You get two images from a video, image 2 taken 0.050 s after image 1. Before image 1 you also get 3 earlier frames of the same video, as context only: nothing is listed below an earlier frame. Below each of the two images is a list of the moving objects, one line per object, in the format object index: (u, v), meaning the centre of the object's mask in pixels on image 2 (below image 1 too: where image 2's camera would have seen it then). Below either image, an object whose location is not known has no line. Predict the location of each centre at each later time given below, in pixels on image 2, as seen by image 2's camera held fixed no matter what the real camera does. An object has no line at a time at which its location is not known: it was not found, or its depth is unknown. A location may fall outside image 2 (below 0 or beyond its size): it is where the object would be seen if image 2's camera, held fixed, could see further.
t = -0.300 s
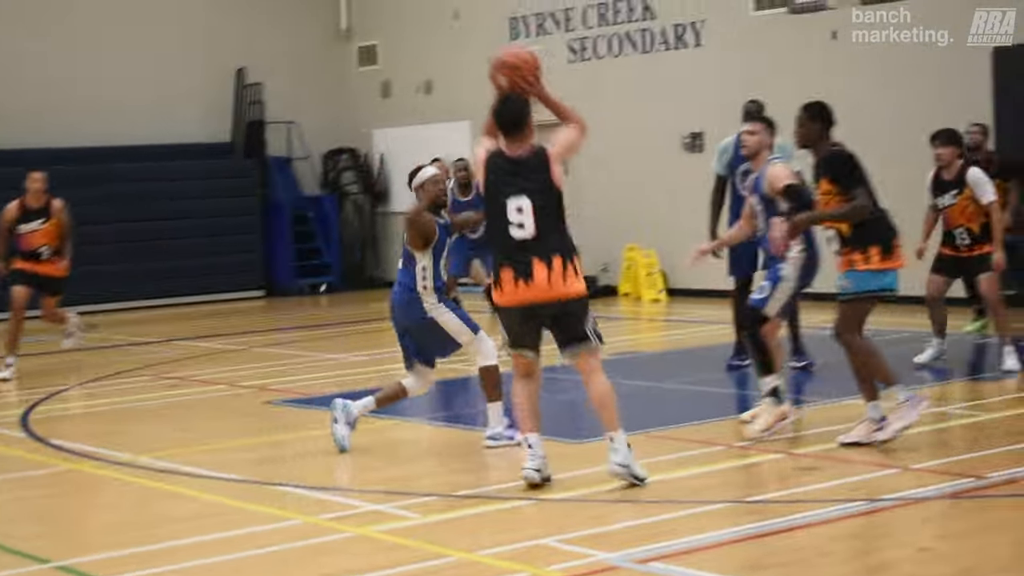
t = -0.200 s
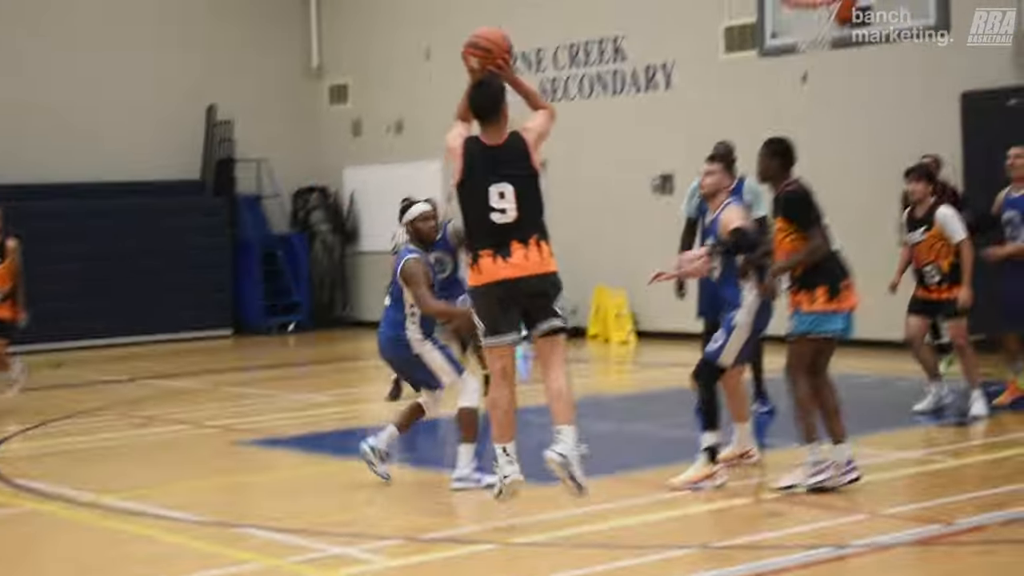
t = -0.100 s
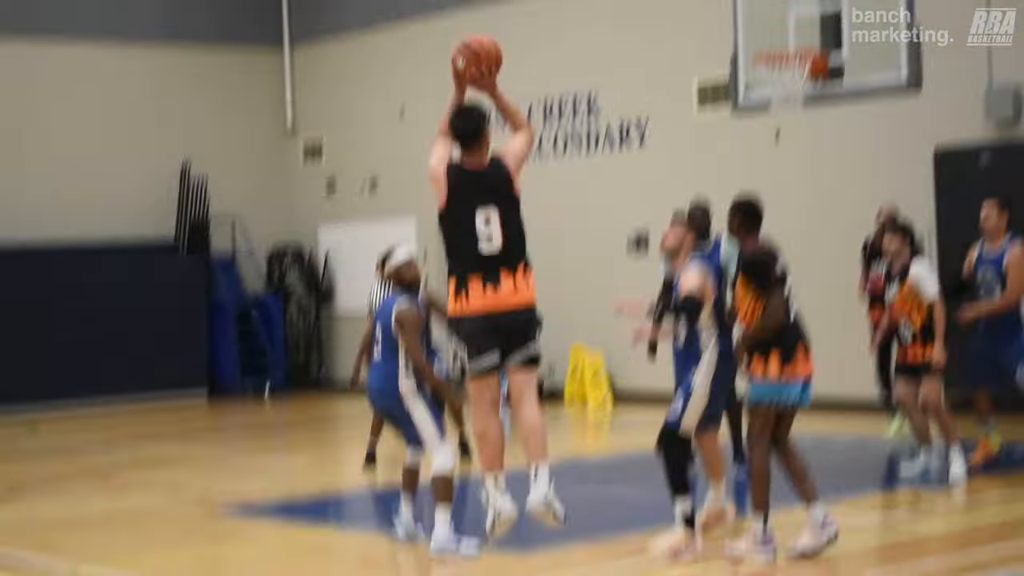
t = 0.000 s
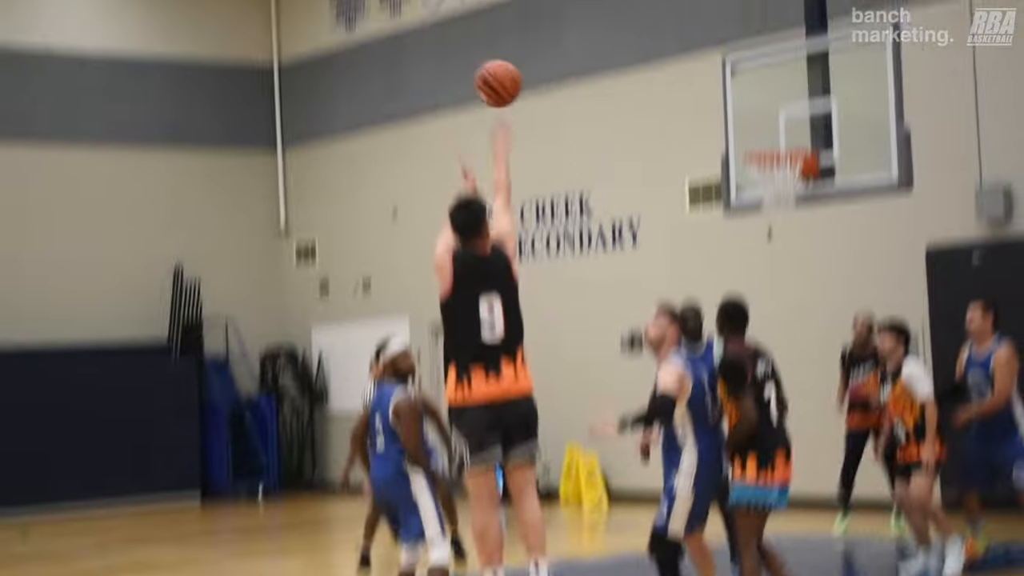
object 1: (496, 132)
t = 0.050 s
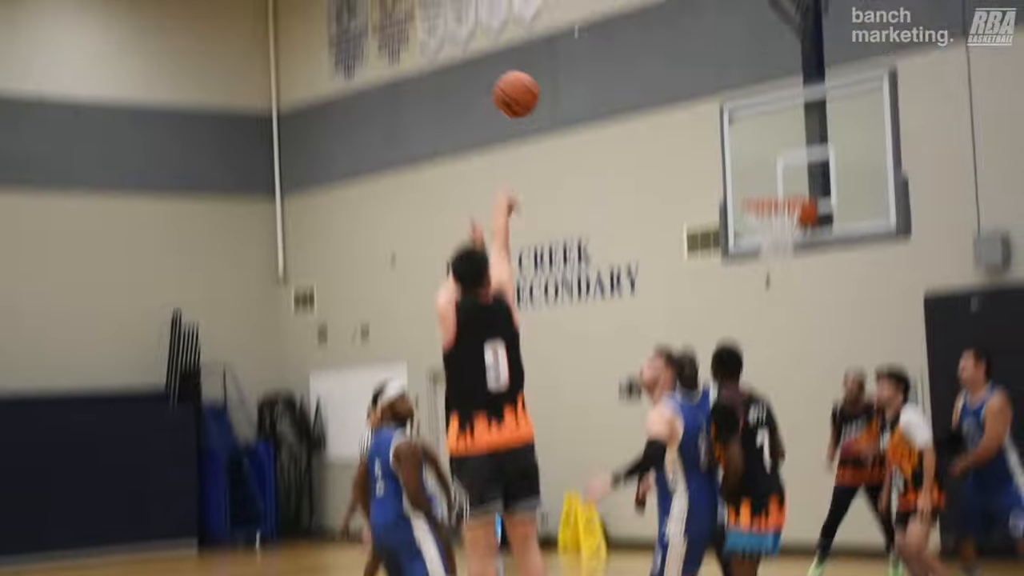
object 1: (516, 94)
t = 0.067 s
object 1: (523, 82)
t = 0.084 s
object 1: (529, 72)
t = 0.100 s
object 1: (536, 63)
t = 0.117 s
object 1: (542, 54)
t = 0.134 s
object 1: (548, 47)
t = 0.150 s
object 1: (554, 40)
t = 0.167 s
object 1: (560, 33)
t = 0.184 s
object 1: (565, 26)
